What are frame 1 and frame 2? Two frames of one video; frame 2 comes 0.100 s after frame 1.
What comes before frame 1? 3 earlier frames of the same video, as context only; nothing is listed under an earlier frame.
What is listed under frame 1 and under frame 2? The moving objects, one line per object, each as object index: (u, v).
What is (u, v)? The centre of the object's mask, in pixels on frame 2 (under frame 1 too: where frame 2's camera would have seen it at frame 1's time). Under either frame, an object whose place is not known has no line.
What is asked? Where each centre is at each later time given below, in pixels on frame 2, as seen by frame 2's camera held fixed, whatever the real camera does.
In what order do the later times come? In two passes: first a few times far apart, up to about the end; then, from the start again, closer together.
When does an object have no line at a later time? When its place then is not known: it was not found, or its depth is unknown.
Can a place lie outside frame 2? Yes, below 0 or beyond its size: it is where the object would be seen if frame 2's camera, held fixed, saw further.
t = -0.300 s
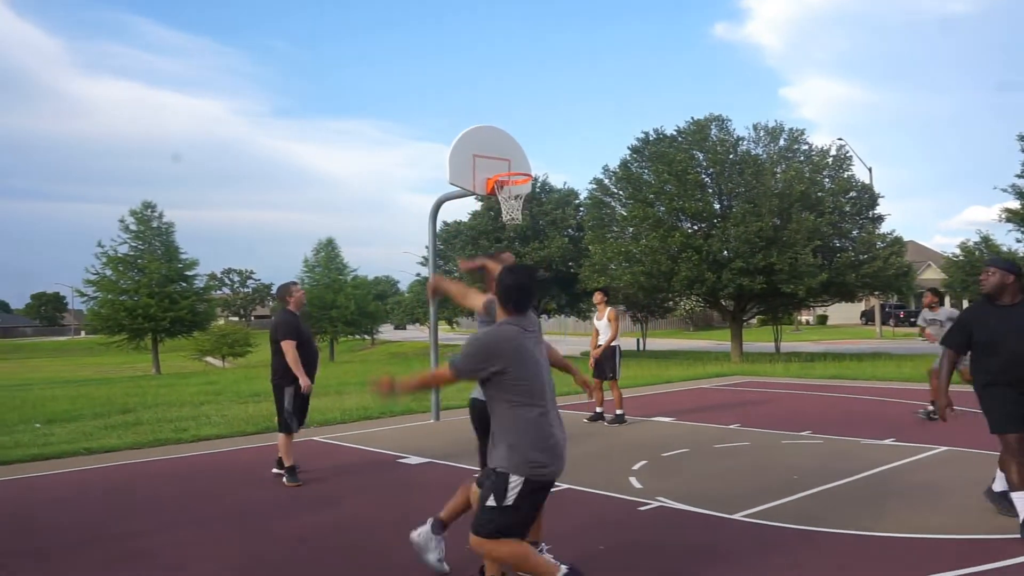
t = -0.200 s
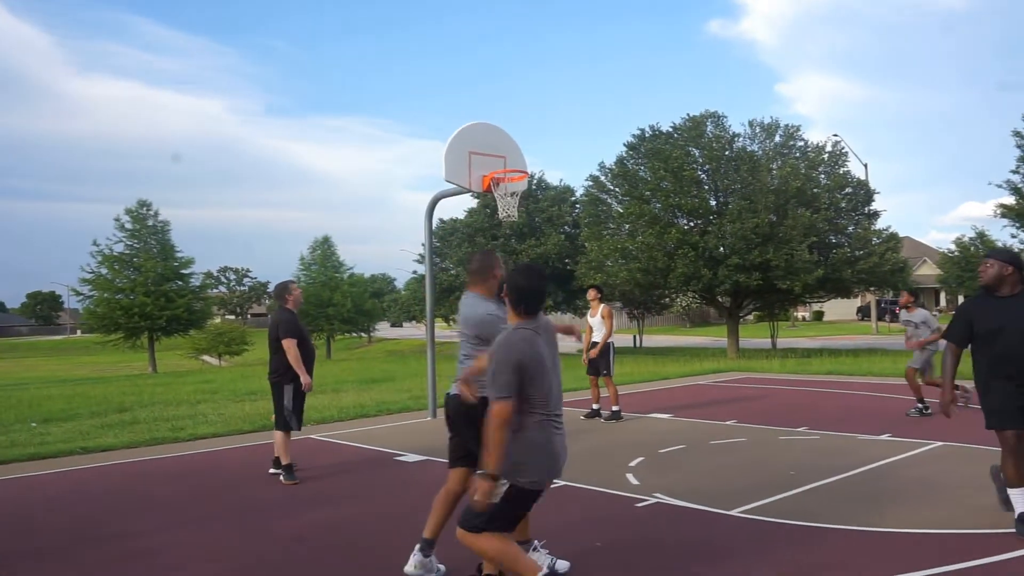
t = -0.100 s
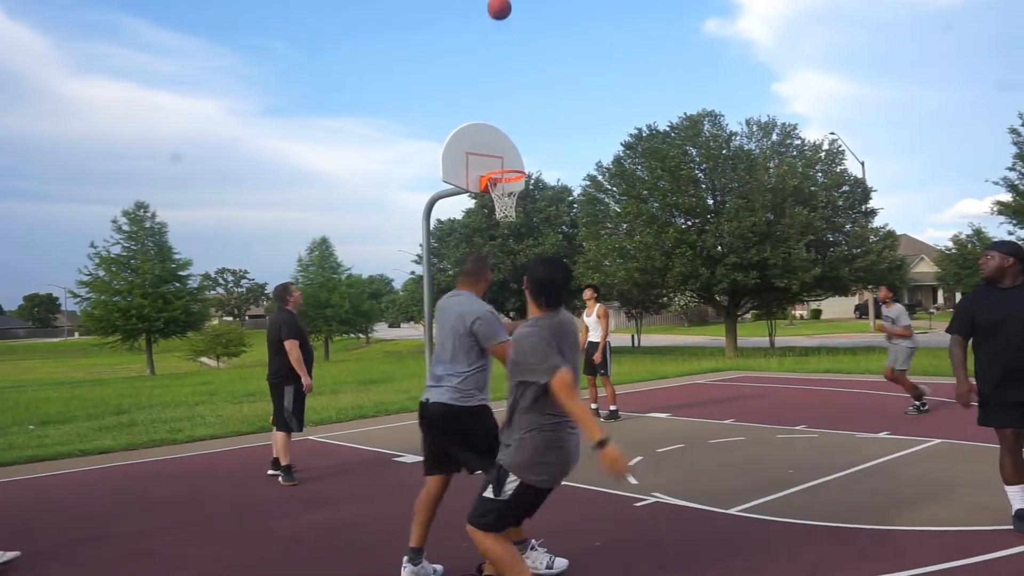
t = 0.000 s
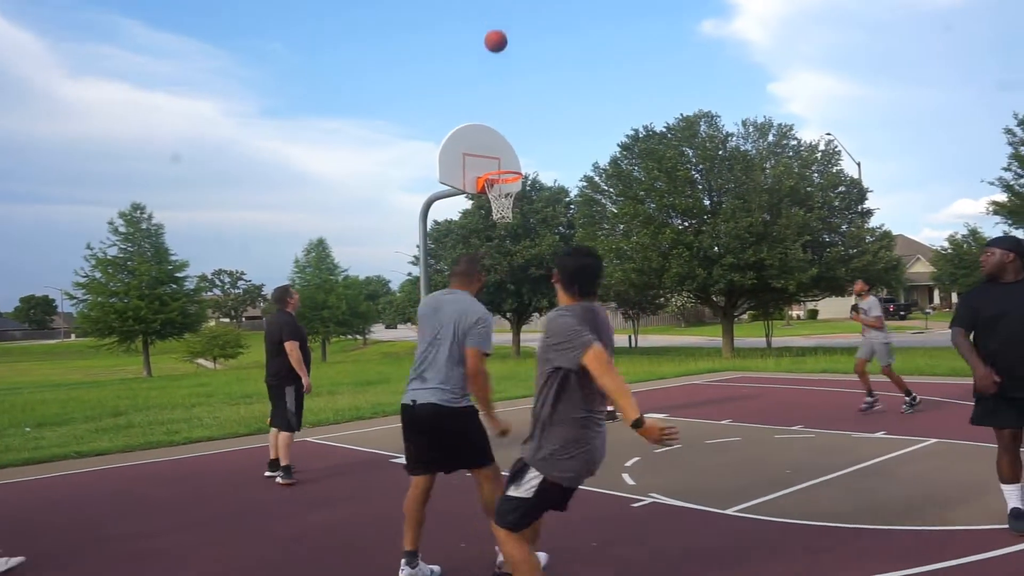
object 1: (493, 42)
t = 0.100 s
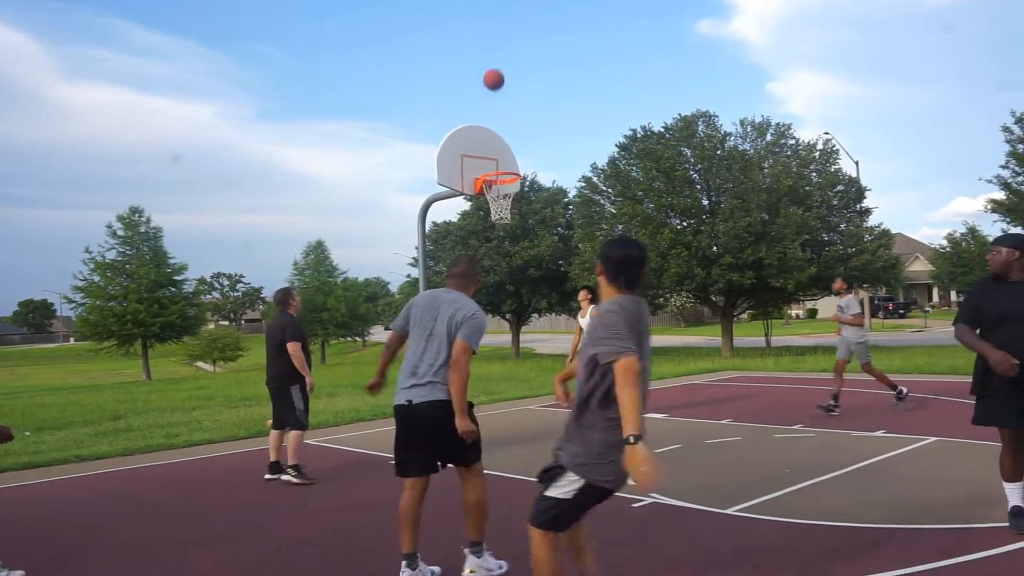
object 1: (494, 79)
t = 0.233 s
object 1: (495, 136)
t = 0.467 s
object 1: (525, 147)
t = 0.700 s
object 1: (571, 135)
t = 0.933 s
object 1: (624, 176)
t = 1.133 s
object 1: (677, 265)
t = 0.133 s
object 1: (494, 93)
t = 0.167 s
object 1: (494, 107)
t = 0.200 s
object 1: (495, 121)
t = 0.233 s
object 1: (495, 136)
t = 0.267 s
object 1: (495, 151)
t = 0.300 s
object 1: (495, 165)
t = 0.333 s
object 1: (500, 167)
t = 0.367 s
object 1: (506, 164)
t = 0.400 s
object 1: (514, 159)
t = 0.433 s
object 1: (520, 153)
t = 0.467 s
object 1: (525, 147)
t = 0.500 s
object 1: (531, 142)
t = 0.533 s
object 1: (538, 139)
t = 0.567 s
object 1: (544, 136)
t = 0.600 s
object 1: (550, 134)
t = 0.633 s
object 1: (557, 133)
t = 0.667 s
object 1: (564, 133)
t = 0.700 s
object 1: (571, 135)
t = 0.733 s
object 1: (578, 137)
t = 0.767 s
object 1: (585, 141)
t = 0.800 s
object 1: (593, 145)
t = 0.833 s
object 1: (600, 151)
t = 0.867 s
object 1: (608, 158)
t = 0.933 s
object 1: (624, 176)
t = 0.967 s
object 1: (632, 187)
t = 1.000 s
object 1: (640, 200)
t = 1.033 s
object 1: (649, 213)
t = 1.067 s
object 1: (658, 229)
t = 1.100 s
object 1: (668, 246)
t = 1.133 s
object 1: (677, 265)
